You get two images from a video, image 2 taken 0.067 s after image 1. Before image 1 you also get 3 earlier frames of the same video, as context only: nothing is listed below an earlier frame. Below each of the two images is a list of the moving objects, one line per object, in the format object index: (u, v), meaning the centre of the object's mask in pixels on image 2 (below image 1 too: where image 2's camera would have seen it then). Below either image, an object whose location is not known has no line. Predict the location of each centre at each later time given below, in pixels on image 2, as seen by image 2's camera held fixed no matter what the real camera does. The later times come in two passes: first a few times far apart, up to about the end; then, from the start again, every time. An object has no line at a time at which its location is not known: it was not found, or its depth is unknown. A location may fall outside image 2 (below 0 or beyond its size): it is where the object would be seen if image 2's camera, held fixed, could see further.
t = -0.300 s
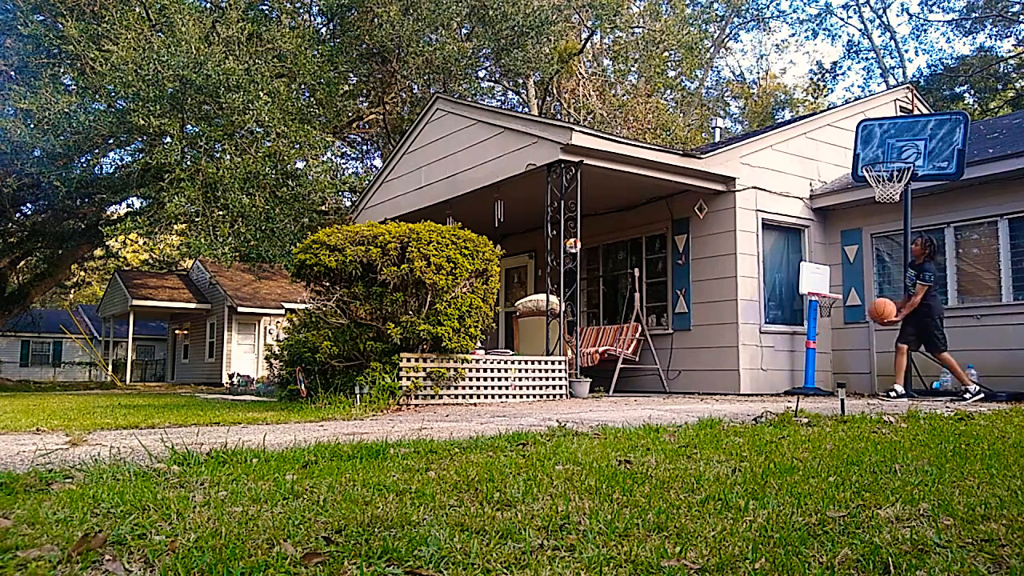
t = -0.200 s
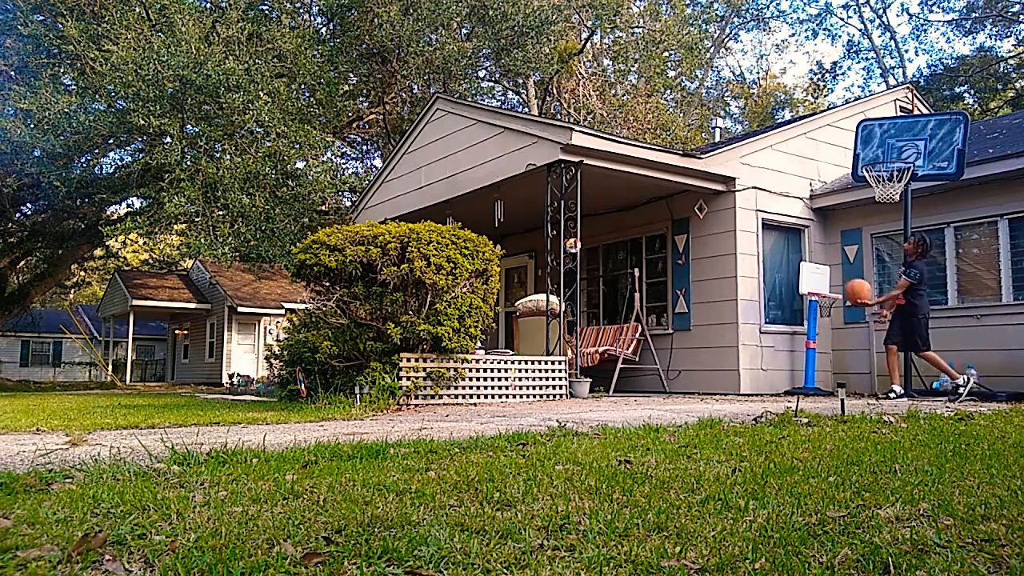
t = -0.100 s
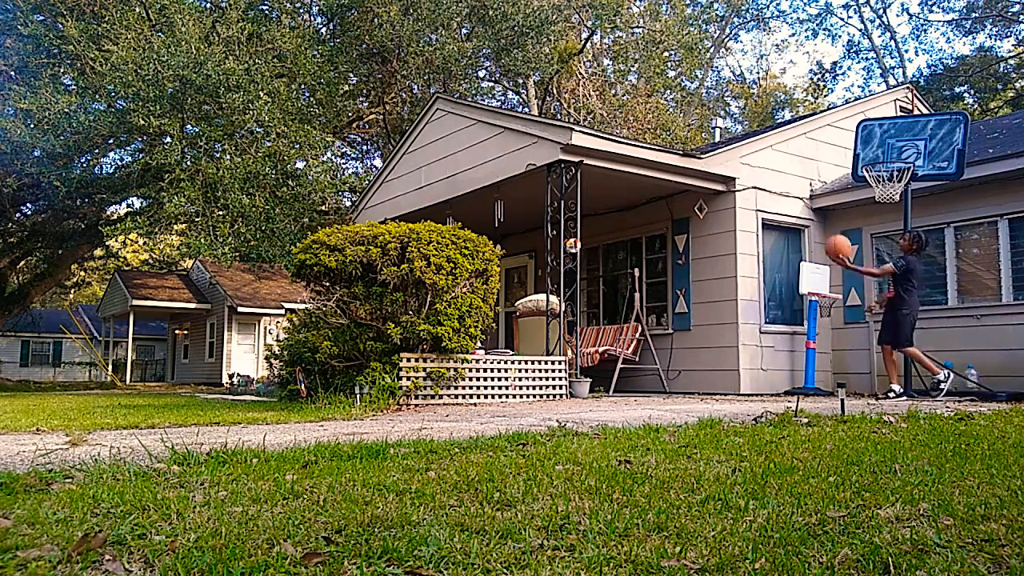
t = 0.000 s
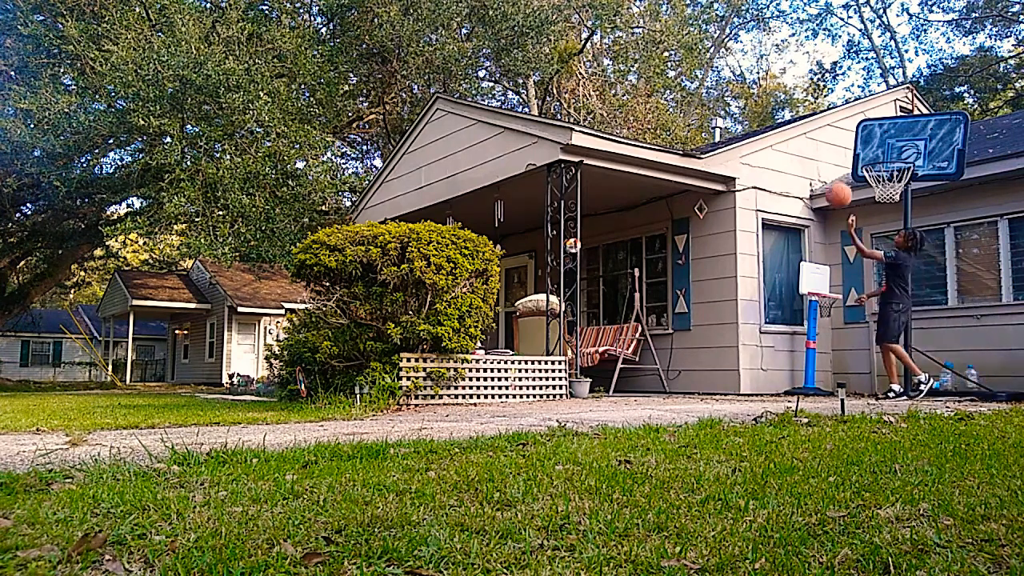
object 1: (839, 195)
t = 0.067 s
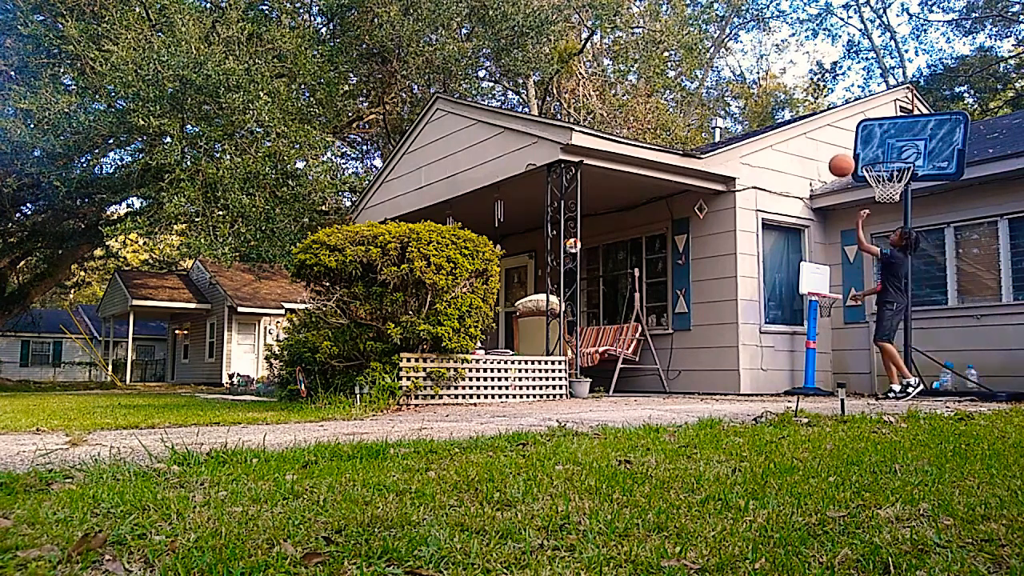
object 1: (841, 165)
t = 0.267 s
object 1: (850, 103)
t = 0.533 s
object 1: (863, 80)
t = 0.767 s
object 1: (877, 115)
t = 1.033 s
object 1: (890, 147)
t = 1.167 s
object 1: (895, 147)
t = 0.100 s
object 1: (843, 152)
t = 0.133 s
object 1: (844, 140)
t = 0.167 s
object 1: (845, 129)
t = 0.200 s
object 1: (847, 119)
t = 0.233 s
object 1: (849, 110)
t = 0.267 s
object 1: (850, 103)
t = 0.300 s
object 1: (852, 96)
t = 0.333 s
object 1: (853, 91)
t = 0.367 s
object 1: (855, 87)
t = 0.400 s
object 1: (857, 83)
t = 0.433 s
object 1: (858, 81)
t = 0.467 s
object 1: (860, 80)
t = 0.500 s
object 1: (862, 79)
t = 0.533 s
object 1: (863, 80)
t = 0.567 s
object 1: (865, 82)
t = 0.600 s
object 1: (867, 84)
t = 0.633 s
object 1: (869, 88)
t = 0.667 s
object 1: (871, 93)
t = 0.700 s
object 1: (873, 99)
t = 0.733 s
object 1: (875, 106)
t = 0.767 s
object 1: (877, 115)
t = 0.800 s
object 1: (880, 124)
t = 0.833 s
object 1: (882, 134)
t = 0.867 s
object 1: (884, 145)
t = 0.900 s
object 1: (886, 155)
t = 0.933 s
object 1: (887, 157)
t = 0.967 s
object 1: (888, 153)
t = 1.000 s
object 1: (889, 150)
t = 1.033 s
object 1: (890, 147)
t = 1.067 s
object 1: (892, 146)
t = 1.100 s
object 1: (893, 145)
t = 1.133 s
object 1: (894, 145)
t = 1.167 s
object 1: (895, 147)
